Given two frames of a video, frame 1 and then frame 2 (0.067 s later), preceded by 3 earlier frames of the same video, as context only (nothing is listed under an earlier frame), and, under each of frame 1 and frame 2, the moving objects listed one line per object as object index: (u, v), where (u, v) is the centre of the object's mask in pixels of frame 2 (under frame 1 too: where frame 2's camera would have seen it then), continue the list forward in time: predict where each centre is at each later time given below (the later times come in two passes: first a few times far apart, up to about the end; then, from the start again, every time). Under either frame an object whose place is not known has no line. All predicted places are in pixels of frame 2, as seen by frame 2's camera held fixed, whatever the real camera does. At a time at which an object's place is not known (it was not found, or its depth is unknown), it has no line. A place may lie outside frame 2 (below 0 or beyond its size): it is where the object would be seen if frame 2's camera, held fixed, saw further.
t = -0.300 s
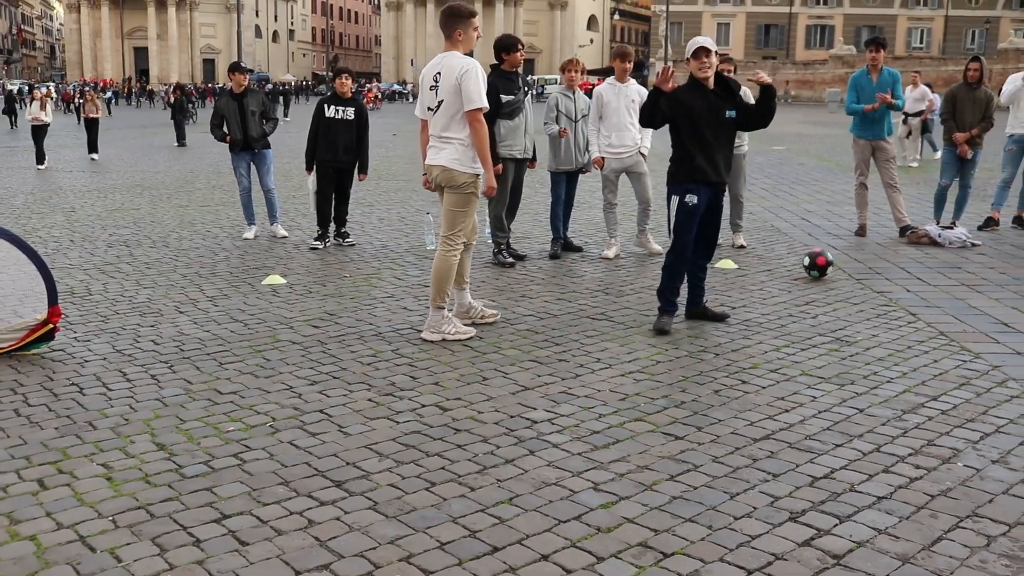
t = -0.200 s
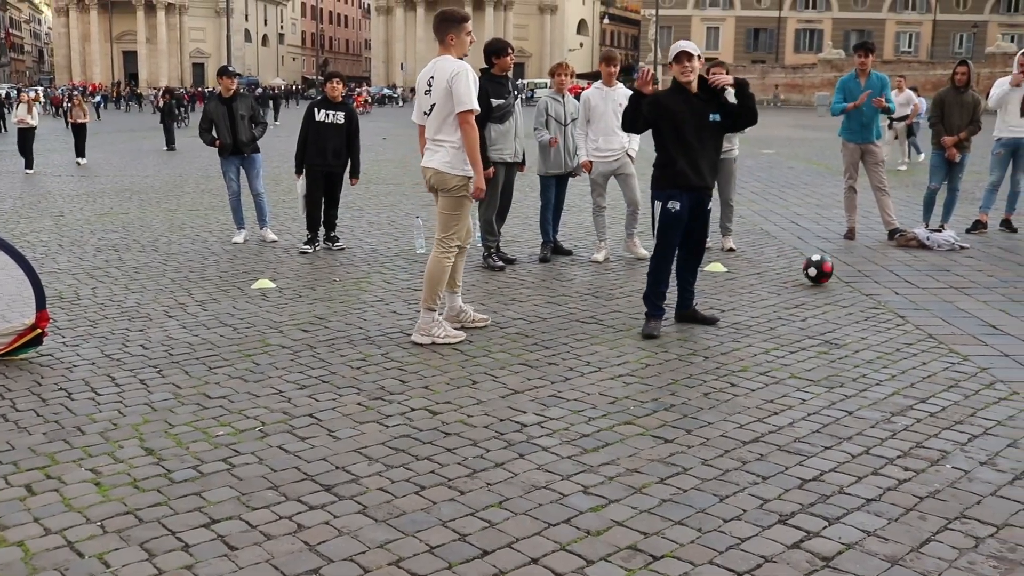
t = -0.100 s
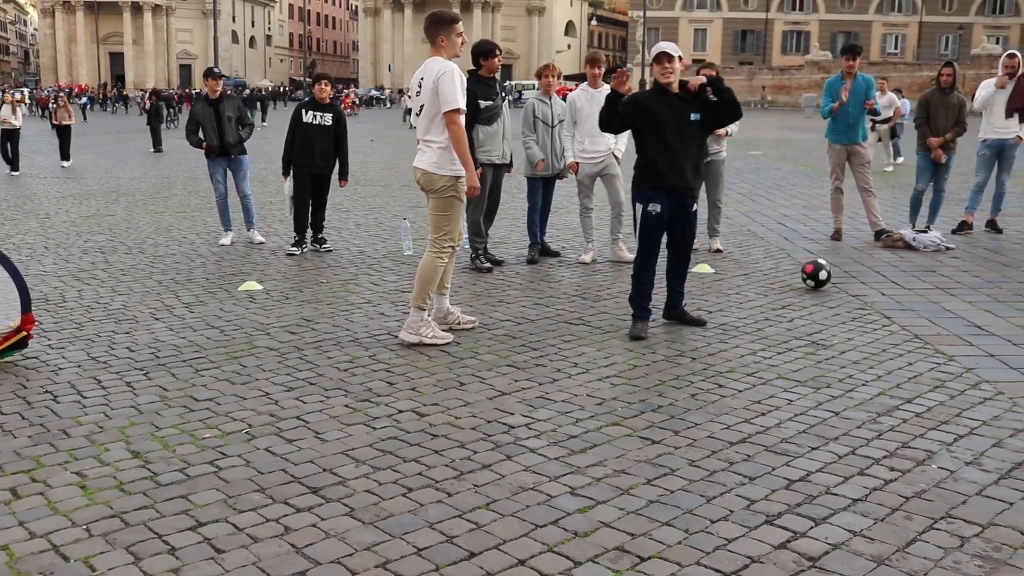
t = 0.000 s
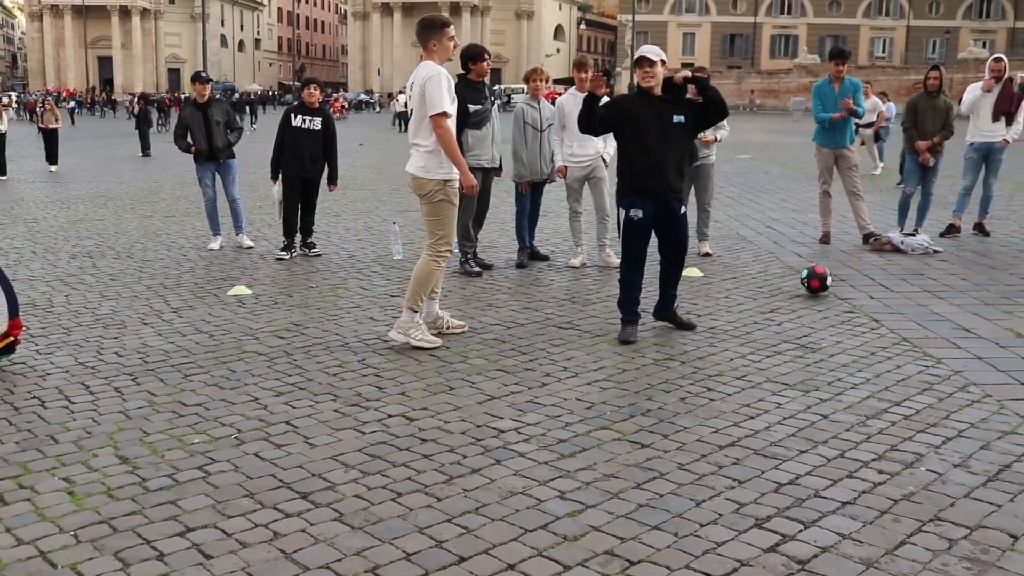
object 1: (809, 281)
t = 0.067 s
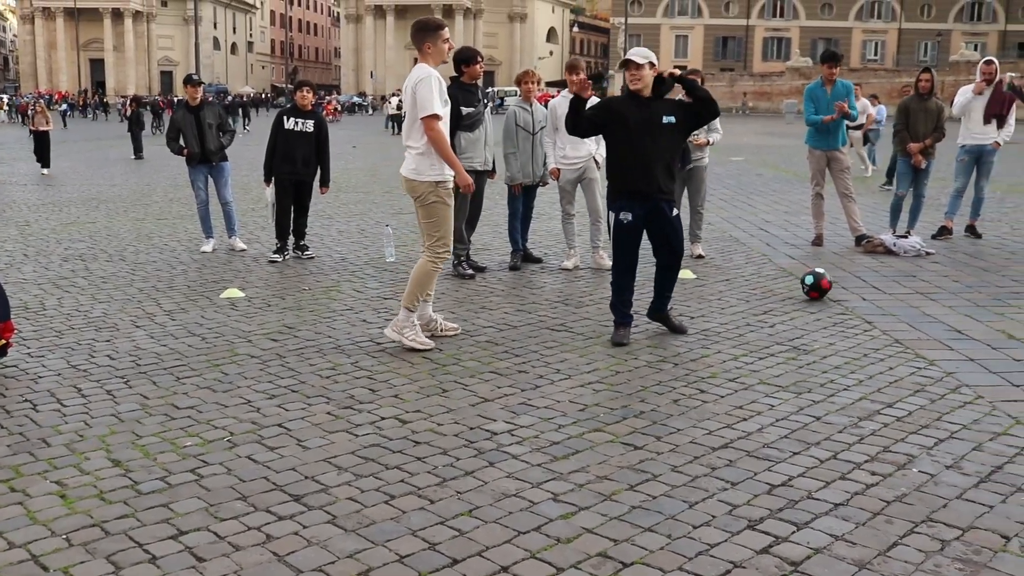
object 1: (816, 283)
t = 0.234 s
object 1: (834, 287)
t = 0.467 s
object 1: (857, 293)
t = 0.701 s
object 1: (878, 299)
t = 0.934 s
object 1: (898, 306)
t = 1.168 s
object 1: (917, 312)
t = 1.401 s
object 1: (935, 316)
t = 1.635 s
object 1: (950, 321)
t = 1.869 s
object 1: (961, 326)
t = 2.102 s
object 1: (970, 332)
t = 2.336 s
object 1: (974, 335)
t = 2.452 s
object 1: (974, 337)
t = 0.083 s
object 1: (818, 283)
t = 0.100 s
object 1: (820, 283)
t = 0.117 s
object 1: (822, 283)
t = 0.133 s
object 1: (823, 284)
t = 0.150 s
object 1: (825, 285)
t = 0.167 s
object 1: (827, 287)
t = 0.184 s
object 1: (829, 287)
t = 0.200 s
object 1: (831, 287)
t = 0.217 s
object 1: (833, 287)
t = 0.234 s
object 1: (834, 287)
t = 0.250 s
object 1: (836, 287)
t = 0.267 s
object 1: (838, 288)
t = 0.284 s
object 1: (839, 290)
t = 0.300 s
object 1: (841, 289)
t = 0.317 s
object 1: (842, 289)
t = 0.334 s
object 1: (844, 289)
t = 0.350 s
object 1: (846, 290)
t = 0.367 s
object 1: (847, 290)
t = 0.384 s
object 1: (849, 292)
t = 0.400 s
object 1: (851, 292)
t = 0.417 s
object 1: (852, 291)
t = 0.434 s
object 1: (854, 291)
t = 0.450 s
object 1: (855, 292)
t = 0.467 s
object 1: (857, 293)
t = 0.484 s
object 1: (858, 293)
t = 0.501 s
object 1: (860, 294)
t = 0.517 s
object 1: (861, 294)
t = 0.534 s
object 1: (863, 294)
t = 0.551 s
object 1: (864, 295)
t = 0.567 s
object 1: (866, 295)
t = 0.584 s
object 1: (867, 296)
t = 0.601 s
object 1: (869, 297)
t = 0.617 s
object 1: (870, 297)
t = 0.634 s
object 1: (872, 298)
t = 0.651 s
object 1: (873, 299)
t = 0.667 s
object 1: (875, 298)
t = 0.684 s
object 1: (876, 299)
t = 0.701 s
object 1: (878, 299)
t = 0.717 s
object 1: (879, 300)
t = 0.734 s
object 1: (881, 300)
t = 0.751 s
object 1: (882, 300)
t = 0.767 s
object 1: (883, 301)
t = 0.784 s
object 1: (885, 302)
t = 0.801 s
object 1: (886, 302)
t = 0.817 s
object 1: (888, 302)
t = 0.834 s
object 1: (889, 303)
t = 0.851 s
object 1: (891, 304)
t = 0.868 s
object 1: (892, 305)
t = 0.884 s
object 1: (894, 305)
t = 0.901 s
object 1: (895, 306)
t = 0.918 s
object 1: (897, 306)
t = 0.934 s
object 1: (898, 306)
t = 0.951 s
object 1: (899, 306)
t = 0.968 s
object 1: (901, 307)
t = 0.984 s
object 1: (902, 307)
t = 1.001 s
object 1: (903, 307)
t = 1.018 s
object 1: (905, 308)
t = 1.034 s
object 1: (906, 308)
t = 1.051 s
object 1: (907, 308)
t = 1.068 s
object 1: (908, 309)
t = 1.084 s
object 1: (910, 310)
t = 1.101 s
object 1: (911, 310)
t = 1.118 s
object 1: (913, 310)
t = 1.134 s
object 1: (914, 311)
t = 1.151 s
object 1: (916, 311)
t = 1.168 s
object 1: (917, 312)
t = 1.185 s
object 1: (918, 312)
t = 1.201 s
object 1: (920, 313)
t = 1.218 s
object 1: (921, 313)
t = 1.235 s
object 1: (922, 313)
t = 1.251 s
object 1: (924, 313)
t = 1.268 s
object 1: (925, 313)
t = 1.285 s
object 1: (926, 314)
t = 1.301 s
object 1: (928, 314)
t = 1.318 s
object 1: (929, 315)
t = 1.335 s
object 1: (930, 315)
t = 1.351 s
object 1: (931, 315)
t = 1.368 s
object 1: (932, 316)
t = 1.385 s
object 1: (933, 316)
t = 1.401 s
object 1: (935, 316)
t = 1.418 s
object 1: (936, 317)
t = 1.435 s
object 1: (937, 317)
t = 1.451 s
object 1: (938, 318)
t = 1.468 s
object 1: (939, 318)
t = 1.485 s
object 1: (940, 318)
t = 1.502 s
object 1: (941, 319)
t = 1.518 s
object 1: (942, 319)
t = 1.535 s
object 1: (943, 319)
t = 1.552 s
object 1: (944, 320)
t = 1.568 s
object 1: (946, 320)
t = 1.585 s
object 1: (947, 321)
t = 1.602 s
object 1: (948, 321)
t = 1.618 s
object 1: (949, 321)
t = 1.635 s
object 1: (950, 321)
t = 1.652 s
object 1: (950, 321)
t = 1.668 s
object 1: (951, 322)
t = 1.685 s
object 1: (952, 322)
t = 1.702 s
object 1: (953, 323)
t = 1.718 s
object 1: (954, 323)
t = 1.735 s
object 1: (955, 323)
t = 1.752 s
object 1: (956, 324)
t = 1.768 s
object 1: (957, 324)
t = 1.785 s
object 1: (957, 325)
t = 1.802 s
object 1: (958, 325)
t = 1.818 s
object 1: (959, 325)
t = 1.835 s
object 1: (960, 326)
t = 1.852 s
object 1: (961, 326)
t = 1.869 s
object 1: (961, 326)
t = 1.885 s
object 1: (962, 327)
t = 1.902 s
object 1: (962, 327)
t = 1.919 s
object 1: (963, 328)
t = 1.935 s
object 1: (964, 328)
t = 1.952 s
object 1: (964, 329)
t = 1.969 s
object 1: (965, 329)
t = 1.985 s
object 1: (966, 330)
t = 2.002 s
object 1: (966, 330)
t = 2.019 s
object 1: (967, 330)
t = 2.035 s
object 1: (967, 331)
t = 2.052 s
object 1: (968, 331)
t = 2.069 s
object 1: (969, 331)
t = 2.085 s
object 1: (969, 332)
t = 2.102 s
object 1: (970, 332)
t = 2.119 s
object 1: (970, 332)
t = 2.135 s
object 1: (971, 332)
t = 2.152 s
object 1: (971, 332)
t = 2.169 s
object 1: (971, 332)
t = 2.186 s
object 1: (972, 332)
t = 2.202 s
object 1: (972, 333)
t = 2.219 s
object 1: (973, 333)
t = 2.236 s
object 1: (973, 333)
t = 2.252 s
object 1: (973, 334)
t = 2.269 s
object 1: (973, 334)
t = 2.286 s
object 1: (973, 334)
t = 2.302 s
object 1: (974, 335)
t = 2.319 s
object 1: (974, 335)
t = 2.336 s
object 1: (974, 335)
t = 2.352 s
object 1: (974, 336)
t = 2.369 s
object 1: (974, 336)
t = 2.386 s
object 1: (974, 336)
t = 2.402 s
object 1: (974, 337)
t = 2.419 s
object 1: (974, 337)
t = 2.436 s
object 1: (974, 337)
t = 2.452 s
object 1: (974, 337)
